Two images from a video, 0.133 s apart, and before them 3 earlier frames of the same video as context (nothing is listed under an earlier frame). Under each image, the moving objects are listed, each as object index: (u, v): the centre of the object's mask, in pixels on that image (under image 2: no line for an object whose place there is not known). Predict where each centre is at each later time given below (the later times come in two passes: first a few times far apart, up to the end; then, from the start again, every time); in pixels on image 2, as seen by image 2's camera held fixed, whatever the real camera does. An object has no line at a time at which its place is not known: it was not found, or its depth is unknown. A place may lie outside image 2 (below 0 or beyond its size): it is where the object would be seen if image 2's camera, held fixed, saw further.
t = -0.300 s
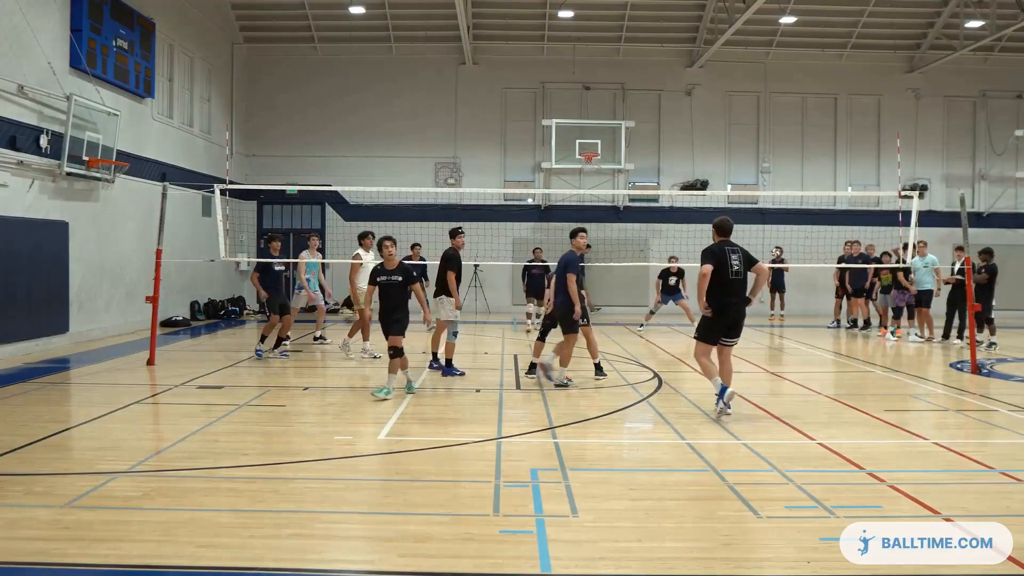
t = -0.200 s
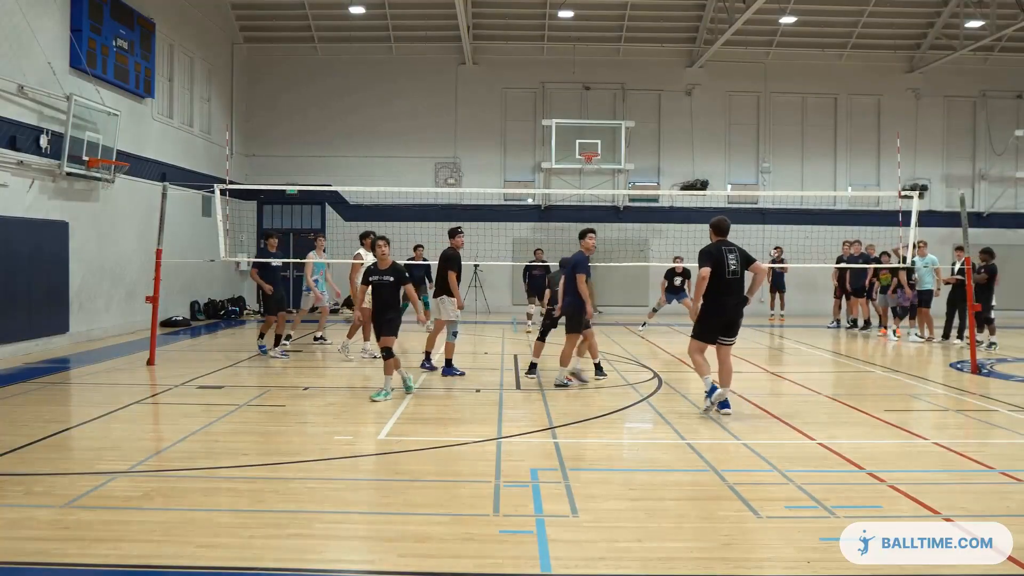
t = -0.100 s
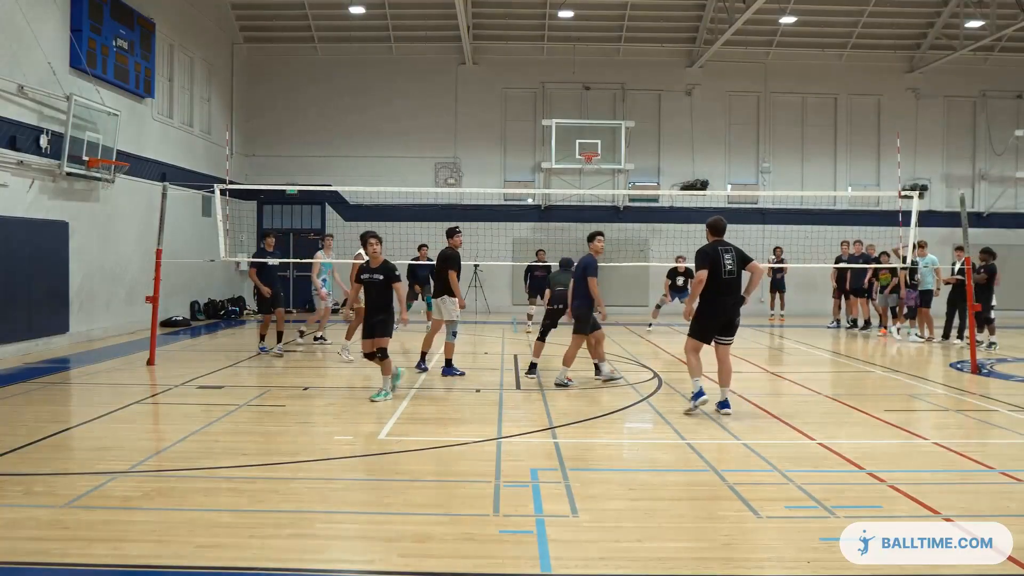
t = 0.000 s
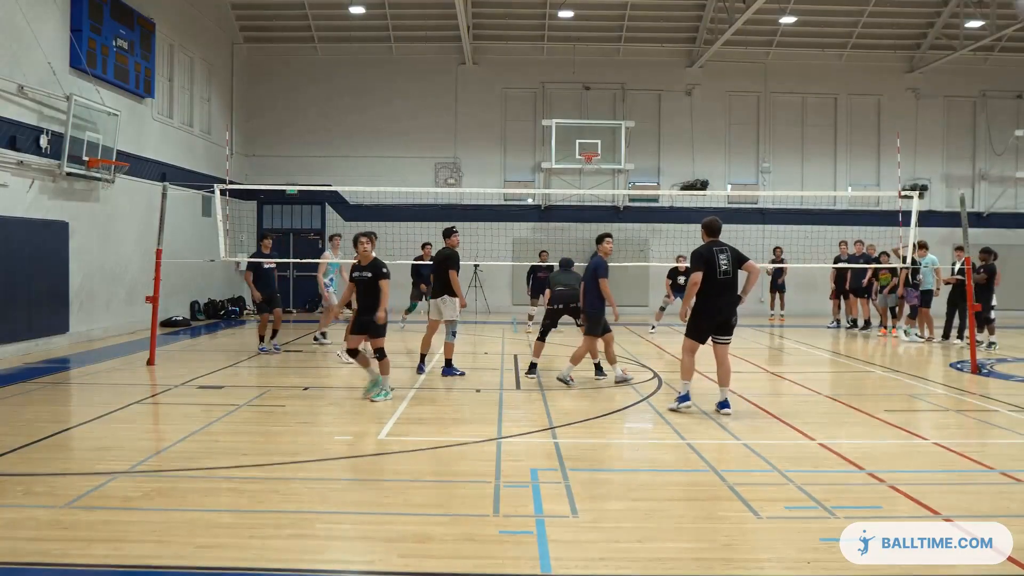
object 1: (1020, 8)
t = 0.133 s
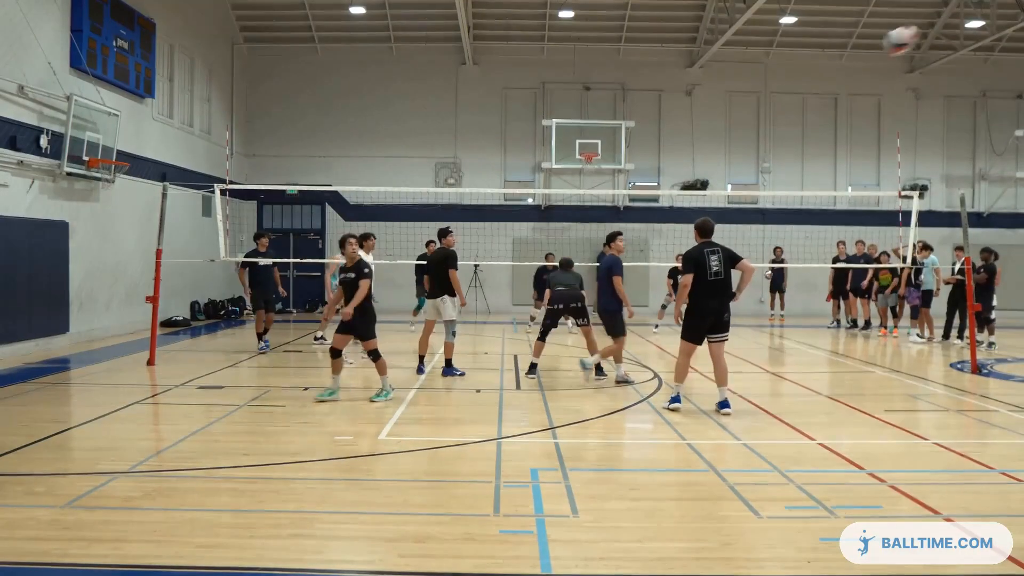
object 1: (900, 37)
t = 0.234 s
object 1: (839, 66)
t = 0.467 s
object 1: (754, 144)
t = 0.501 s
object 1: (747, 155)
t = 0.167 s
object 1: (876, 46)
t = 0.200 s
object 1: (855, 56)
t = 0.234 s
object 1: (839, 66)
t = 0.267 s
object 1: (823, 76)
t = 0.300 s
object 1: (808, 86)
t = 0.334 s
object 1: (795, 98)
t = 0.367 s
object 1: (783, 109)
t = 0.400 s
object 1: (771, 121)
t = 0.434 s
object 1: (762, 133)
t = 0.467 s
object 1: (754, 144)
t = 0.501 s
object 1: (747, 155)
